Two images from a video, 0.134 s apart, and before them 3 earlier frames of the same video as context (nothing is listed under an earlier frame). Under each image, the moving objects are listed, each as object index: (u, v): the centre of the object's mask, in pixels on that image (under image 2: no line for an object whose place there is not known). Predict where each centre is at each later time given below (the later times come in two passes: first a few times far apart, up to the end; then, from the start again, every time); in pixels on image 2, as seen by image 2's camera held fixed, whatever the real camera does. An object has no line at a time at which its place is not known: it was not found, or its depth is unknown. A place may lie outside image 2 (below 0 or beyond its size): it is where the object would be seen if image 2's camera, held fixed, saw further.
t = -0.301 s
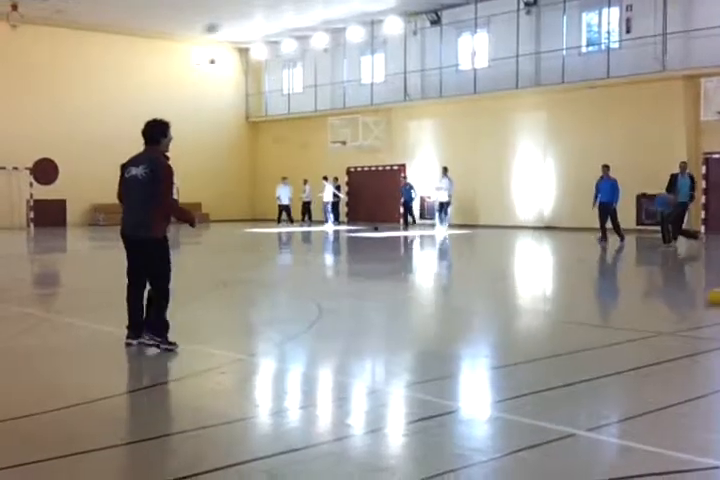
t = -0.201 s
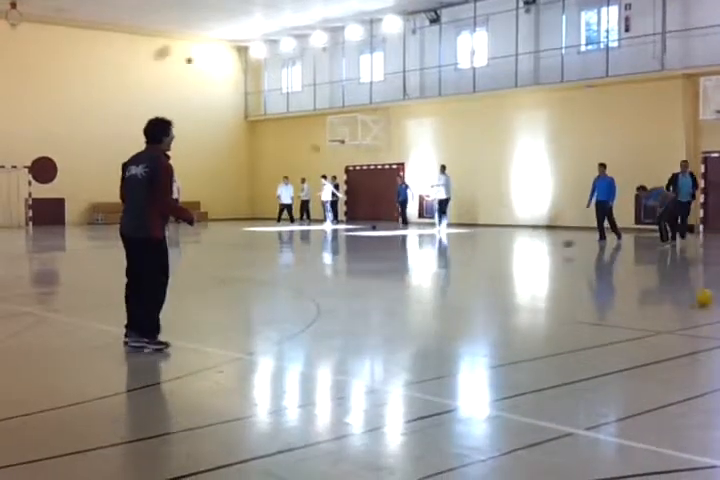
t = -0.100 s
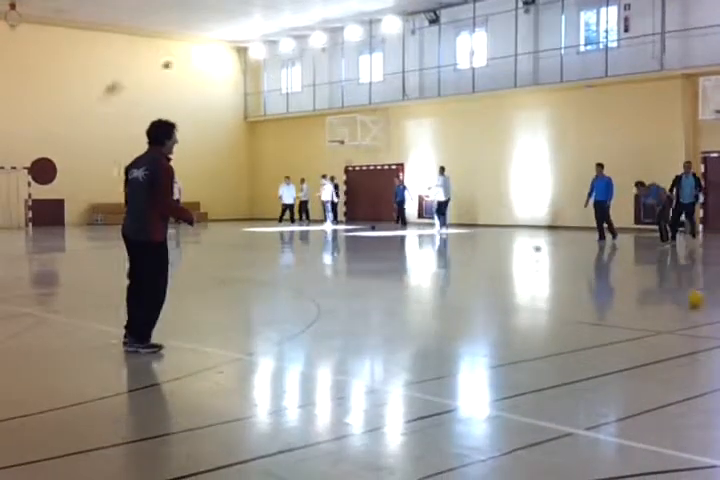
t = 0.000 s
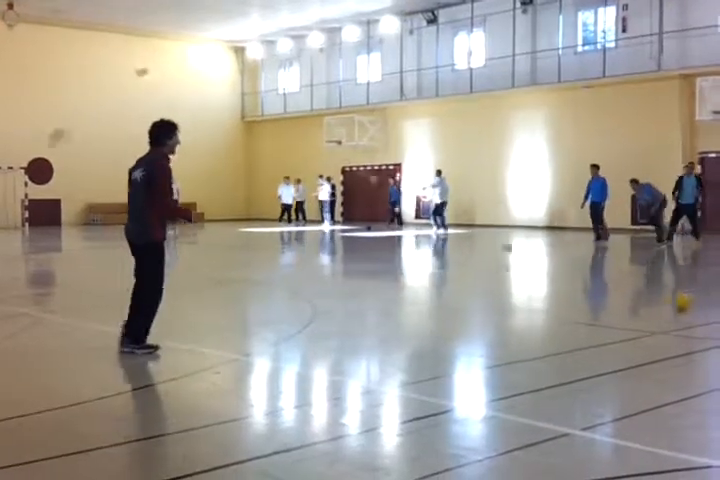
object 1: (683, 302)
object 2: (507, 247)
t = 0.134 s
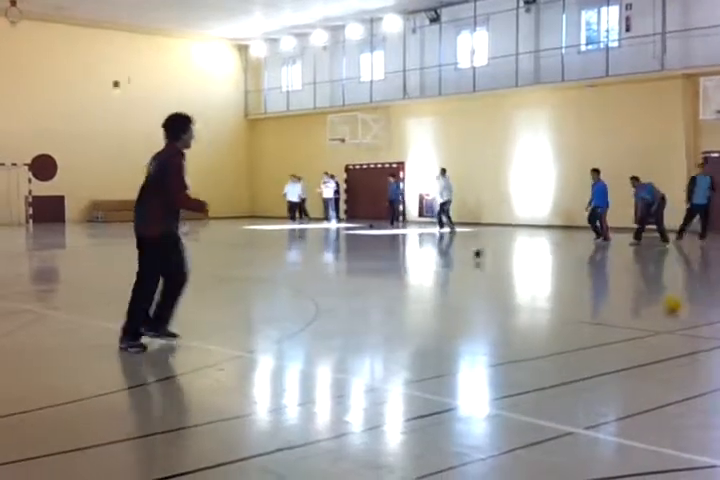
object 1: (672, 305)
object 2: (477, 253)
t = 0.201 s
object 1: (665, 306)
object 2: (460, 256)
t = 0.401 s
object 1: (649, 310)
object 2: (405, 261)
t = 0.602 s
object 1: (625, 312)
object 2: (349, 268)
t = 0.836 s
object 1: (603, 317)
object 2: (274, 272)
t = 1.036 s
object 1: (583, 320)
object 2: (207, 280)
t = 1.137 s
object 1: (574, 322)
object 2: (172, 284)
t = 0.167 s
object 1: (669, 305)
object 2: (468, 256)
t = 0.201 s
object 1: (665, 306)
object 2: (460, 256)
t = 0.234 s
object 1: (663, 307)
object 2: (451, 254)
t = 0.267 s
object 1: (660, 308)
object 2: (443, 254)
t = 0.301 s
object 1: (656, 309)
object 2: (435, 258)
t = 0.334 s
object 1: (653, 309)
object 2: (424, 260)
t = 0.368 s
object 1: (651, 309)
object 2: (416, 260)
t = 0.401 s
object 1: (649, 310)
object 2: (405, 261)
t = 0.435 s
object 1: (646, 310)
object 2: (397, 262)
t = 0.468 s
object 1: (645, 309)
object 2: (387, 264)
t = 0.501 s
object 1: (637, 311)
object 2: (378, 264)
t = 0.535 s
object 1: (633, 312)
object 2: (369, 265)
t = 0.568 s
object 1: (630, 312)
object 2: (358, 266)
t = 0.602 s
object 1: (625, 312)
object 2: (349, 268)
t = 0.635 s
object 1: (622, 313)
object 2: (339, 267)
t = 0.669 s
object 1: (620, 313)
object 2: (329, 266)
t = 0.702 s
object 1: (617, 314)
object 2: (319, 267)
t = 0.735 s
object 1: (613, 315)
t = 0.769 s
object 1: (610, 315)
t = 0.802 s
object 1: (606, 316)
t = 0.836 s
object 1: (603, 317)
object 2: (274, 272)
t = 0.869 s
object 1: (599, 317)
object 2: (264, 275)
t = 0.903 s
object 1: (596, 318)
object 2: (253, 277)
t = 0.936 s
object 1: (593, 318)
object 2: (242, 278)
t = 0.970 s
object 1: (589, 319)
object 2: (231, 277)
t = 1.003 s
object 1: (586, 319)
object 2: (219, 278)
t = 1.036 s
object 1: (583, 320)
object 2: (207, 280)
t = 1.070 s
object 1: (580, 320)
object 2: (196, 282)
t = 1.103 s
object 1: (577, 321)
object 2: (184, 282)
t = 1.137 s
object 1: (574, 322)
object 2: (172, 284)
